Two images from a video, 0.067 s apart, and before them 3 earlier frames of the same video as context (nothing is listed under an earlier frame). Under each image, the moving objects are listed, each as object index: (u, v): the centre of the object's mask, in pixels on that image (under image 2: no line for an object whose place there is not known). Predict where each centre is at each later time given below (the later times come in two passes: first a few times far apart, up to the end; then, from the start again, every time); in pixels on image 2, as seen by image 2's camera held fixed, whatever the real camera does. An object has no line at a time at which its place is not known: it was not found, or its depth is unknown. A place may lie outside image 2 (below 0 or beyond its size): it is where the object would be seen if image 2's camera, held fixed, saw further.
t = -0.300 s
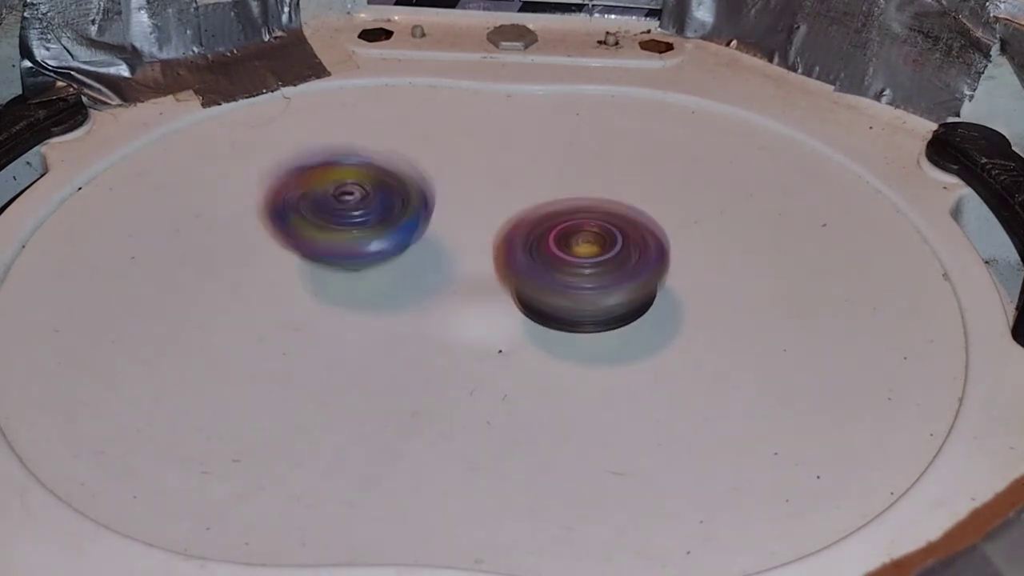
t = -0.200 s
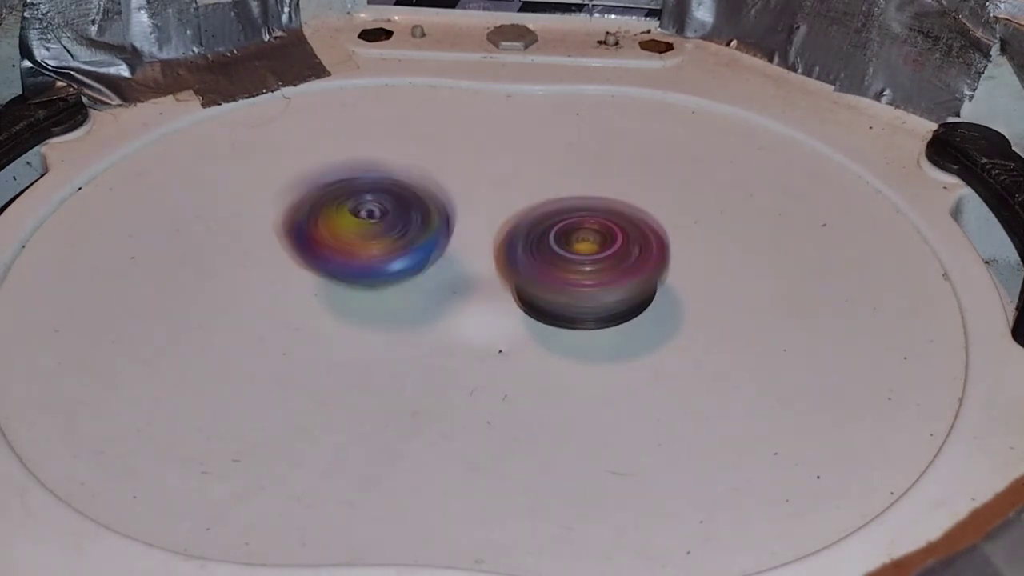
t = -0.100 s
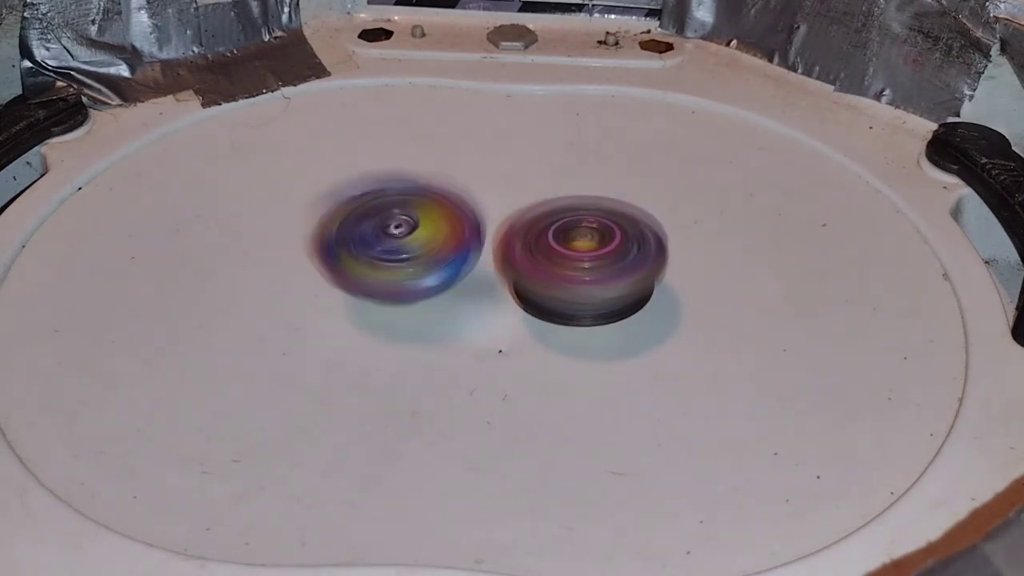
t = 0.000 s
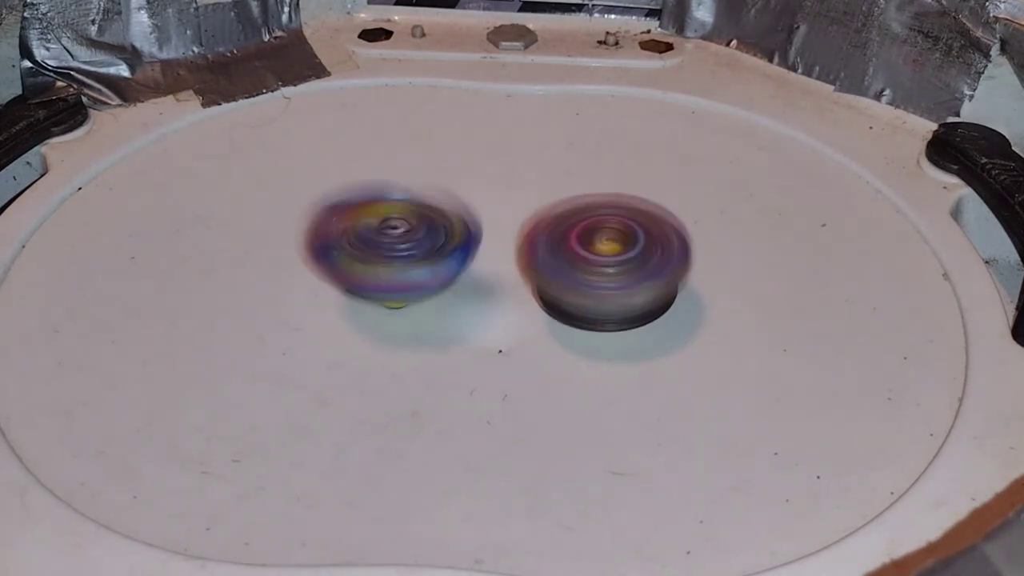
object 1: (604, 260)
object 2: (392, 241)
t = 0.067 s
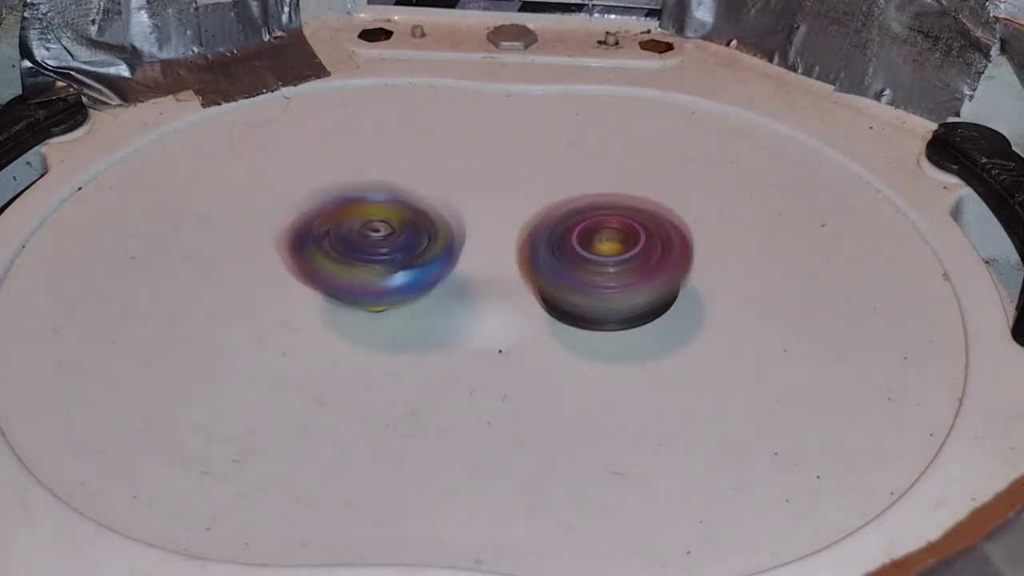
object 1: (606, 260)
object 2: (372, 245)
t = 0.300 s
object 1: (601, 256)
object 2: (383, 261)
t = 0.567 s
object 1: (591, 250)
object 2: (403, 241)
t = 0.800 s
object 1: (576, 245)
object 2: (399, 221)
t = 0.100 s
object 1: (606, 259)
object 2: (367, 247)
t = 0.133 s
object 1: (606, 259)
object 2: (361, 250)
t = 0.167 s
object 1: (605, 258)
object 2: (361, 253)
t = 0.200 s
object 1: (605, 257)
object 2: (361, 256)
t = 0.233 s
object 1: (604, 257)
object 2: (366, 259)
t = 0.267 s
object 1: (603, 256)
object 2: (373, 260)
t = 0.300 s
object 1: (601, 256)
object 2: (383, 261)
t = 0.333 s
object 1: (598, 255)
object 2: (394, 260)
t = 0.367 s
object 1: (595, 255)
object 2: (405, 259)
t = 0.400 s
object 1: (592, 254)
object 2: (415, 256)
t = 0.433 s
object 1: (596, 253)
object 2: (414, 254)
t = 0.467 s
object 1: (598, 253)
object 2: (412, 250)
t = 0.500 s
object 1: (596, 252)
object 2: (408, 248)
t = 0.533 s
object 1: (593, 251)
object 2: (405, 244)
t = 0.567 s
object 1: (591, 250)
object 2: (403, 241)
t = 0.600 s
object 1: (588, 250)
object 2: (402, 237)
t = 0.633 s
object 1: (586, 249)
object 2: (402, 234)
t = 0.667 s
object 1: (583, 248)
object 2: (401, 231)
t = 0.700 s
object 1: (580, 247)
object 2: (403, 228)
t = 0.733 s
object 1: (577, 246)
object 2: (402, 226)
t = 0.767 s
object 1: (574, 246)
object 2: (406, 223)
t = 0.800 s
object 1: (576, 245)
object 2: (399, 221)
